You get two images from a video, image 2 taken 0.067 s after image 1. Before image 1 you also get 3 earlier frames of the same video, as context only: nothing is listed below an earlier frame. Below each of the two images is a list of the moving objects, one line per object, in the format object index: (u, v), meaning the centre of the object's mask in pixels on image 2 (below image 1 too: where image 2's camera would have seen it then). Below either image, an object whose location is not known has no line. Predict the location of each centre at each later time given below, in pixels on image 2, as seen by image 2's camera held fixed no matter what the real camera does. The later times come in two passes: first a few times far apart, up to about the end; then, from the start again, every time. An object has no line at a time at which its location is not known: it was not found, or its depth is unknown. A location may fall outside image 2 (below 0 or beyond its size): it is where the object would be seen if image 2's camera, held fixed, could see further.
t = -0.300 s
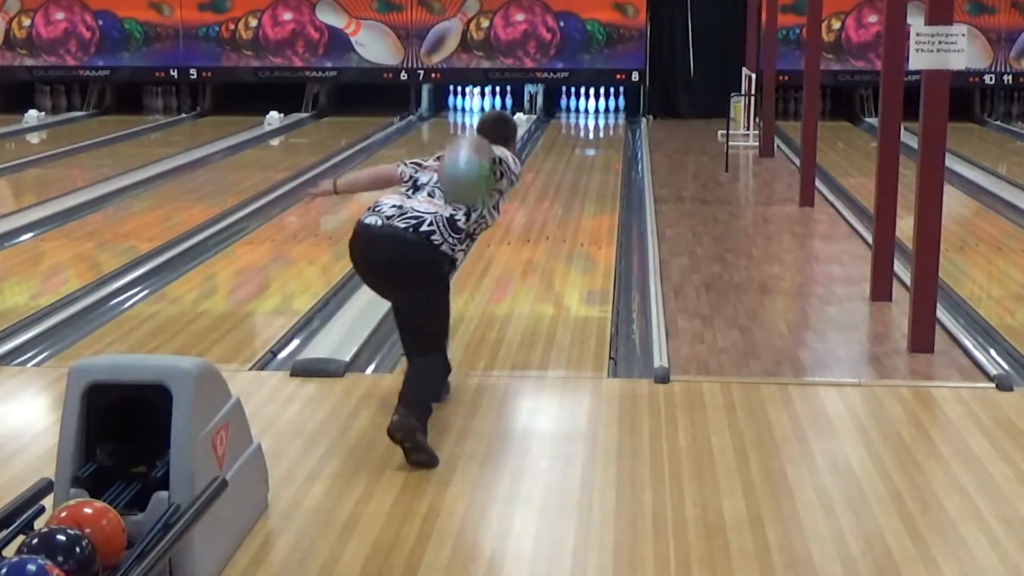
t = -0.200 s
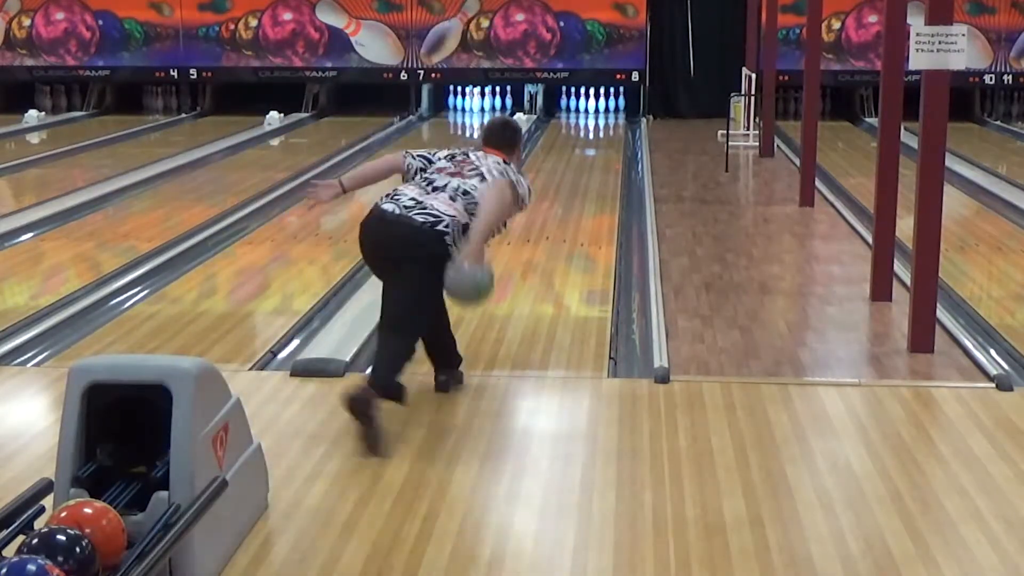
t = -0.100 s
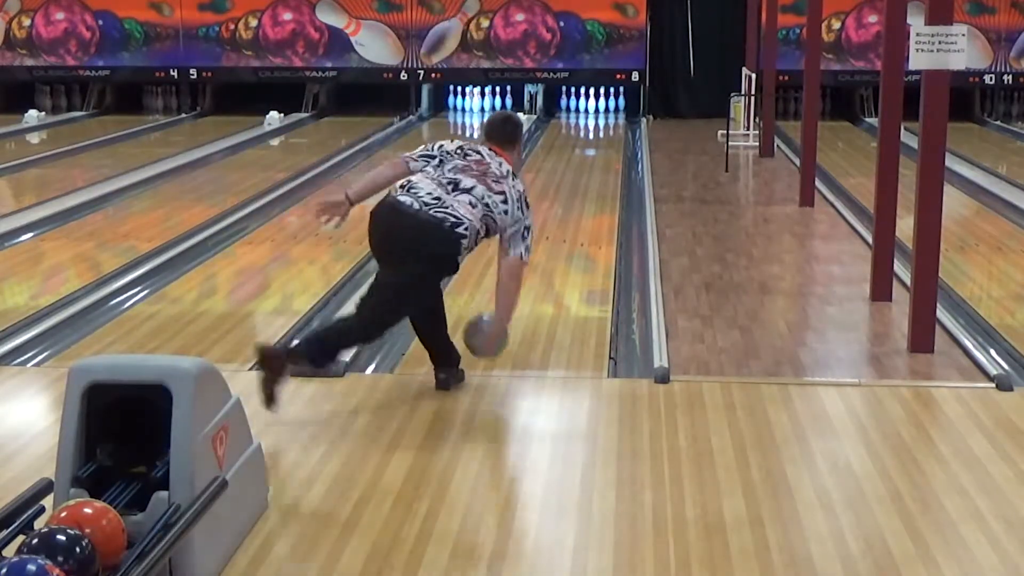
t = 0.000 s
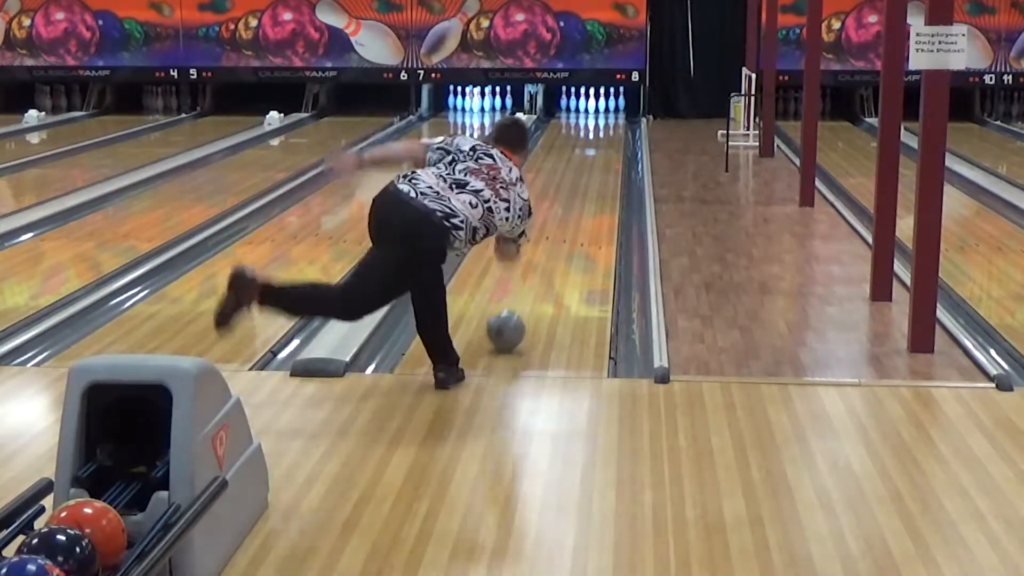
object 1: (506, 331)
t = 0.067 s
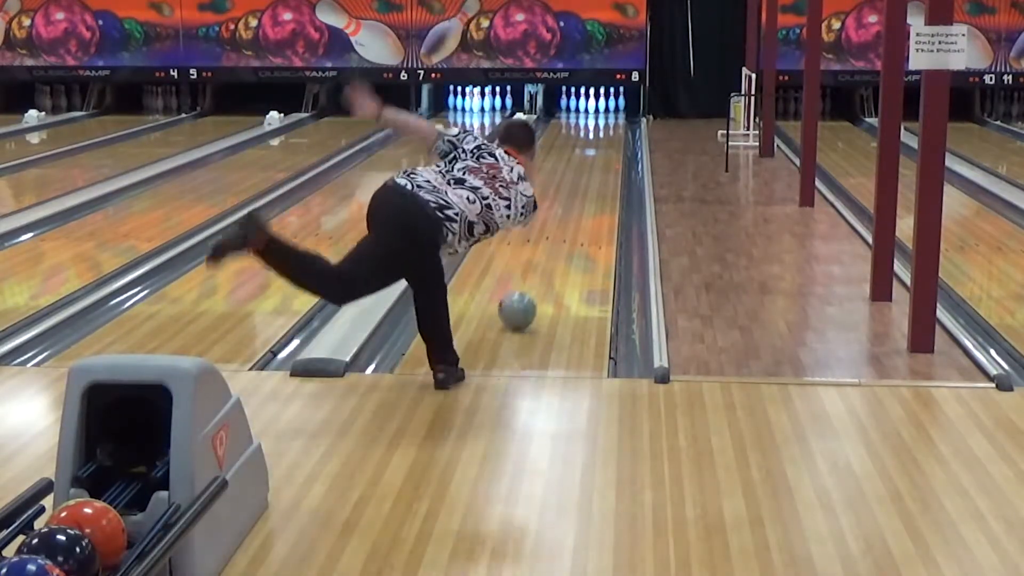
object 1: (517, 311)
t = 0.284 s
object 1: (548, 260)
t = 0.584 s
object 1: (575, 212)
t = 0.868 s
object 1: (592, 180)
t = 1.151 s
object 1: (603, 157)
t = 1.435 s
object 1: (609, 139)
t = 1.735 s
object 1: (608, 124)
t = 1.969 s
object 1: (603, 114)
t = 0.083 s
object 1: (520, 307)
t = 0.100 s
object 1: (523, 302)
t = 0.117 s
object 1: (525, 298)
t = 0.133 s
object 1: (528, 294)
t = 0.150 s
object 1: (531, 289)
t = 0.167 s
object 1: (533, 286)
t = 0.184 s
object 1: (535, 282)
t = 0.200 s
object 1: (537, 278)
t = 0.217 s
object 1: (539, 274)
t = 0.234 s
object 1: (541, 271)
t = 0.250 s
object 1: (544, 267)
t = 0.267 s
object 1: (546, 264)
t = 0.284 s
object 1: (548, 260)
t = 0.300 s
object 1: (549, 258)
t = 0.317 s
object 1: (551, 254)
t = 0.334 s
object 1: (553, 251)
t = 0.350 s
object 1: (555, 248)
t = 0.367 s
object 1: (557, 245)
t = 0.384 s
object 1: (558, 242)
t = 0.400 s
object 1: (560, 239)
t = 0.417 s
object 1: (561, 236)
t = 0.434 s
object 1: (563, 234)
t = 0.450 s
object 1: (565, 231)
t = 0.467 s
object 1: (566, 228)
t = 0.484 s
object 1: (567, 226)
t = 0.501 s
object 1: (569, 224)
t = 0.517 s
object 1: (573, 223)
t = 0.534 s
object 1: (572, 218)
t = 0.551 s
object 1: (572, 216)
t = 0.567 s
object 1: (574, 214)
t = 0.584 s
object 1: (575, 212)
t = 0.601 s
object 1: (576, 210)
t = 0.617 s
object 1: (578, 207)
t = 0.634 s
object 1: (579, 205)
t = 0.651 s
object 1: (580, 203)
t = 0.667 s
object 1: (581, 201)
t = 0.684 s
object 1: (582, 199)
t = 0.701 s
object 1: (583, 197)
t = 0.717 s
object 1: (584, 195)
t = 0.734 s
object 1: (585, 193)
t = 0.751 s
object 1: (586, 191)
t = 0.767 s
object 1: (587, 190)
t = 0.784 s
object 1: (588, 189)
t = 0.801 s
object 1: (589, 186)
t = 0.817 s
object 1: (590, 185)
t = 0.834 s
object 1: (591, 183)
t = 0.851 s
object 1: (592, 181)
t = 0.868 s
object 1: (592, 180)
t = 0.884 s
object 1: (593, 179)
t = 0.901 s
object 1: (593, 178)
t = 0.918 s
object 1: (594, 176)
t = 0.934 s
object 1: (596, 173)
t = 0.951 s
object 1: (597, 172)
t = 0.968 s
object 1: (597, 171)
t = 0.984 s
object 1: (597, 170)
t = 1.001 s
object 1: (597, 168)
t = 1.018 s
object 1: (599, 166)
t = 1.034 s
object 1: (599, 165)
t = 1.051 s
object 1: (599, 164)
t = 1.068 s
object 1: (600, 163)
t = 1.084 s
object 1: (601, 162)
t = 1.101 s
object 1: (601, 160)
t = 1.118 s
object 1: (602, 159)
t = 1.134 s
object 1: (602, 157)
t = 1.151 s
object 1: (603, 157)
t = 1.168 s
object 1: (603, 155)
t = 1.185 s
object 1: (604, 154)
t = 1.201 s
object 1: (604, 153)
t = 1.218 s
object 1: (604, 152)
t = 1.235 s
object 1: (605, 151)
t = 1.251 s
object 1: (605, 149)
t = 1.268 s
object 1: (605, 149)
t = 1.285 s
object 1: (606, 147)
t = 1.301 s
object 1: (606, 146)
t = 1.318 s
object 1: (607, 145)
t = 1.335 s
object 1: (607, 145)
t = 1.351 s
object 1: (607, 144)
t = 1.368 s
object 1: (607, 143)
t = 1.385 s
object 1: (607, 142)
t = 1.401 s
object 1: (607, 141)
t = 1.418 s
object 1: (607, 140)
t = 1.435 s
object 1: (609, 139)
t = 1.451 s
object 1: (608, 138)
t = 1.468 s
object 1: (608, 137)
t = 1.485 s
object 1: (609, 136)
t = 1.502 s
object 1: (609, 135)
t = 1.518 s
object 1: (610, 134)
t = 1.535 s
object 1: (609, 133)
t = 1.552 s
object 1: (609, 132)
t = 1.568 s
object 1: (609, 132)
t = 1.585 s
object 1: (609, 131)
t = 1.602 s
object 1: (609, 130)
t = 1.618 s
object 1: (609, 129)
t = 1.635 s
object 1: (609, 129)
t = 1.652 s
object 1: (609, 128)
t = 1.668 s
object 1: (609, 127)
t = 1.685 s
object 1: (608, 126)
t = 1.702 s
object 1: (608, 126)
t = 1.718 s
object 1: (608, 125)
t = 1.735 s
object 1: (608, 124)
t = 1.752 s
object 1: (608, 123)
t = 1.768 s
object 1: (608, 122)
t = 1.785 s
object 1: (608, 121)
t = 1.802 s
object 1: (607, 120)
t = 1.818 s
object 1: (608, 120)
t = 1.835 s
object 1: (607, 119)
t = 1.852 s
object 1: (607, 119)
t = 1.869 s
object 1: (607, 118)
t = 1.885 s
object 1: (607, 118)
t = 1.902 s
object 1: (606, 117)
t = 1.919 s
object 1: (605, 116)
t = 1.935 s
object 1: (605, 116)
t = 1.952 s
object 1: (604, 115)
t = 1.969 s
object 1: (603, 114)
